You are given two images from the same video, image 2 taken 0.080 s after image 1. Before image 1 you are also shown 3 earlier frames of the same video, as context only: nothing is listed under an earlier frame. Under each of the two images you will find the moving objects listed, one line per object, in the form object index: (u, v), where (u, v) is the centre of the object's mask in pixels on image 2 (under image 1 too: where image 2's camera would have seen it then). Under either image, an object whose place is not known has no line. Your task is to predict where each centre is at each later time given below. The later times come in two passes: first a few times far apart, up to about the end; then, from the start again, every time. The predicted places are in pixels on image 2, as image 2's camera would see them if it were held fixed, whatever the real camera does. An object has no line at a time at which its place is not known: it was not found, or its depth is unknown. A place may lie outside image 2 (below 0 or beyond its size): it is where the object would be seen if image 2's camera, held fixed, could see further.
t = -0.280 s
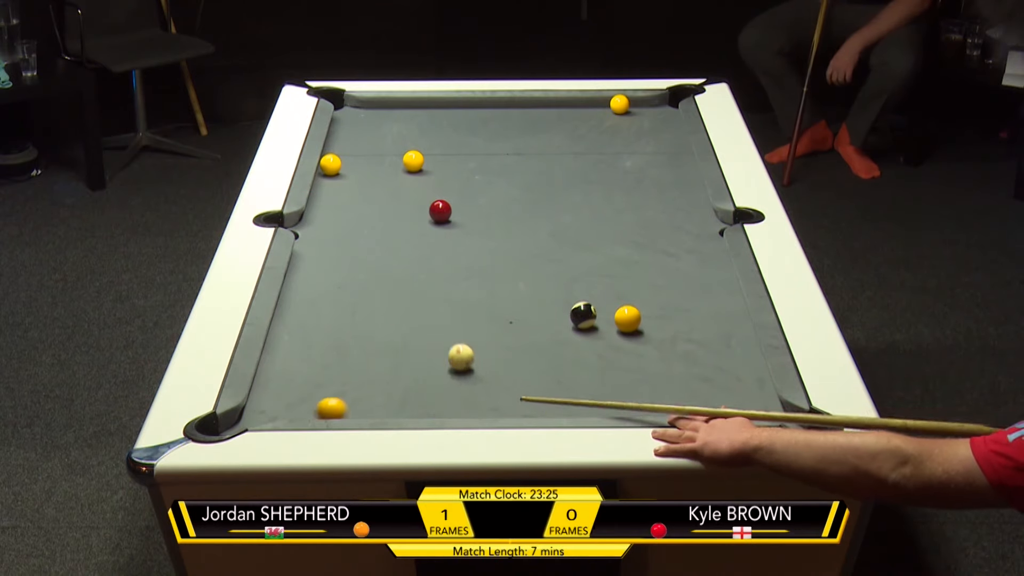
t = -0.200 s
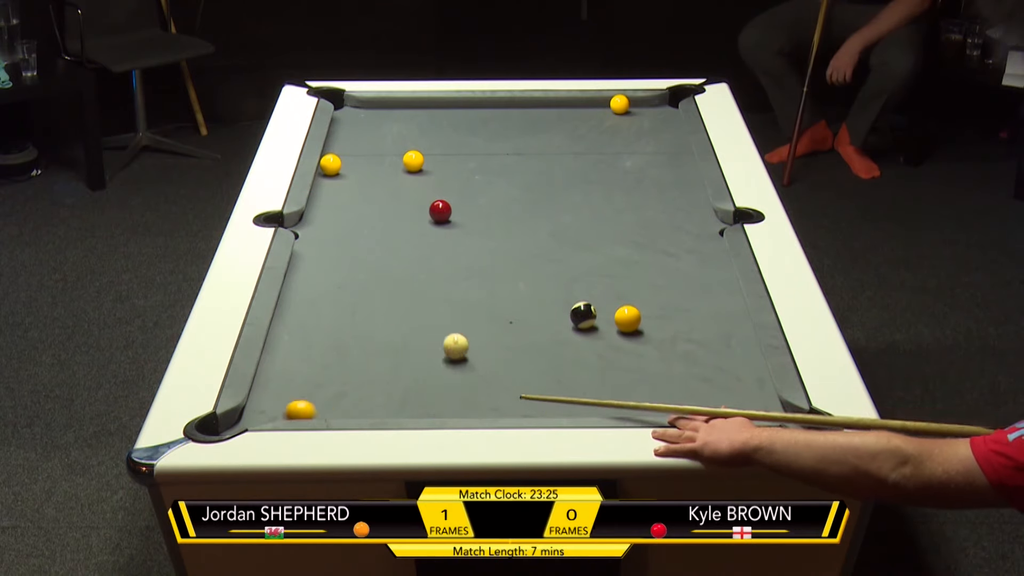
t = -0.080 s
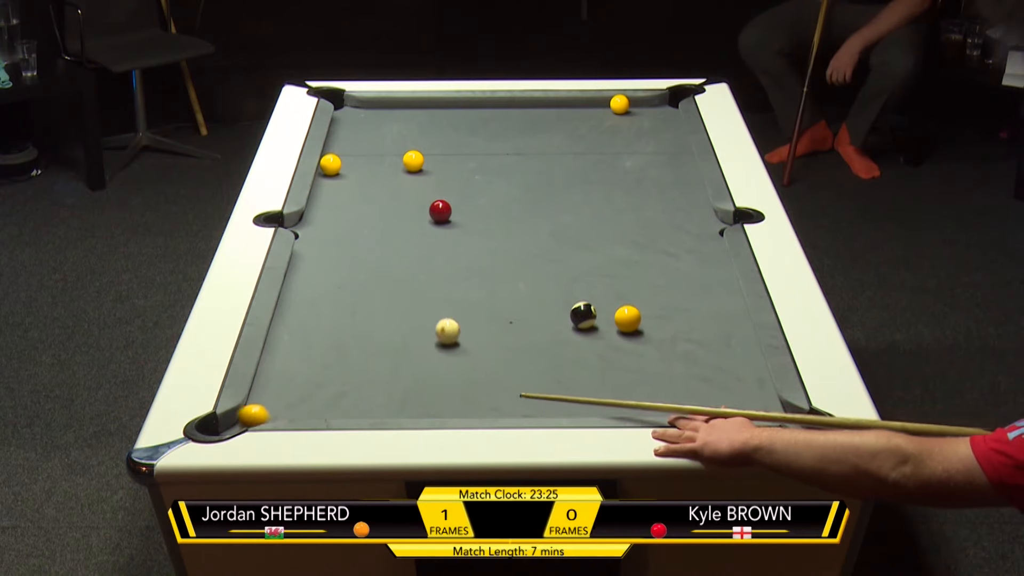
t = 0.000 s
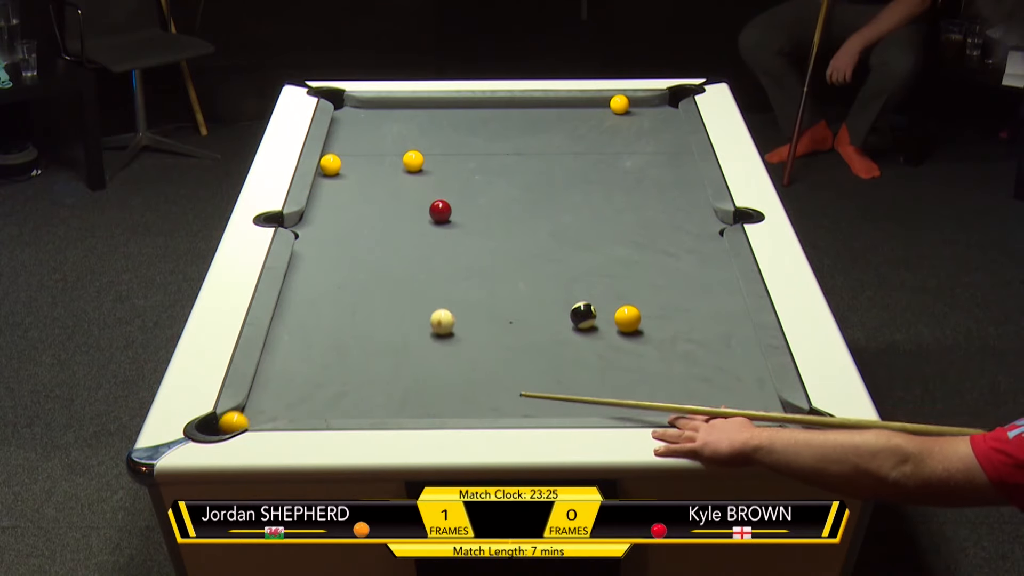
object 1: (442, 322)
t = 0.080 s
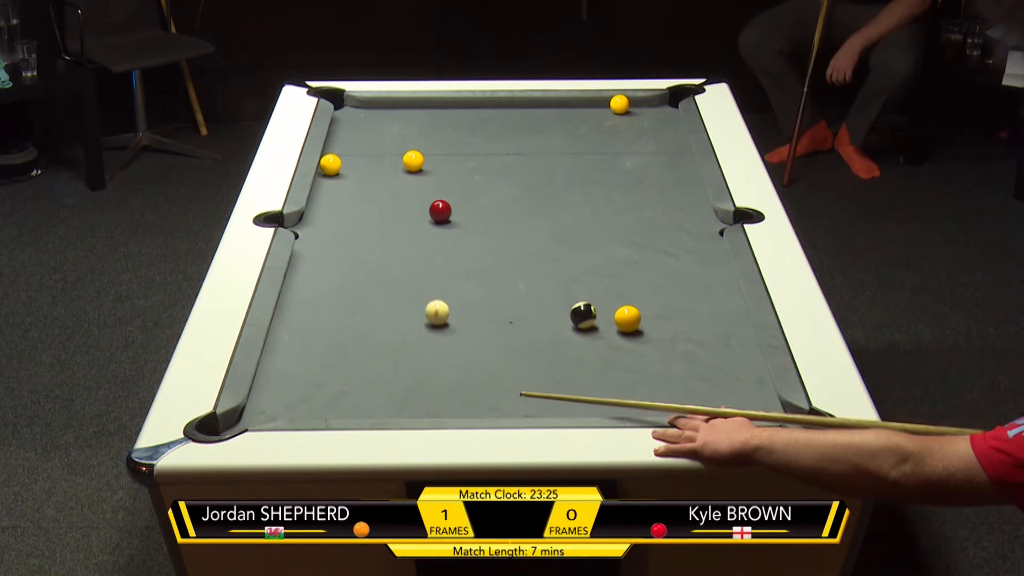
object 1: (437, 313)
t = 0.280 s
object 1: (425, 291)
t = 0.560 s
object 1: (410, 264)
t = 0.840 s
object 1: (396, 241)
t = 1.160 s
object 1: (382, 218)
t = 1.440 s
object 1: (371, 200)
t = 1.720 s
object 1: (361, 184)
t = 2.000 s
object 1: (351, 170)
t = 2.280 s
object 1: (356, 160)
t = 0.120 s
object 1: (435, 308)
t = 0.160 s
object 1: (432, 304)
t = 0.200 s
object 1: (430, 299)
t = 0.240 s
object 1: (428, 295)
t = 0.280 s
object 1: (425, 291)
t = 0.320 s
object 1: (423, 287)
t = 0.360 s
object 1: (421, 283)
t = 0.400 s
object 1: (418, 279)
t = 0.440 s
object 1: (416, 275)
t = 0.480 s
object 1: (414, 271)
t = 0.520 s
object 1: (412, 268)
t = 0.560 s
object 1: (410, 264)
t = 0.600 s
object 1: (408, 261)
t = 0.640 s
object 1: (406, 257)
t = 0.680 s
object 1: (404, 254)
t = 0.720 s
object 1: (402, 251)
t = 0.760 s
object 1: (400, 247)
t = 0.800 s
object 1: (398, 244)
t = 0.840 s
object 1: (396, 241)
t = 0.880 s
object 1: (394, 238)
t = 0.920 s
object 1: (392, 235)
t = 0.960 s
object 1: (391, 232)
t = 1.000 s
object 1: (389, 229)
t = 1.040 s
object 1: (387, 226)
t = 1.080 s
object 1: (386, 223)
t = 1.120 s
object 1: (384, 220)
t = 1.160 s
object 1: (382, 218)
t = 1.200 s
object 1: (380, 215)
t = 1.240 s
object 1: (379, 212)
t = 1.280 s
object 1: (377, 210)
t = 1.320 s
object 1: (376, 207)
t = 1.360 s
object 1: (374, 205)
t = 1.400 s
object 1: (373, 202)
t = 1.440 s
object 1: (371, 200)
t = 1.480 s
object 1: (369, 197)
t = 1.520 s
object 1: (368, 195)
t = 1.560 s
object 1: (366, 193)
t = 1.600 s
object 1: (365, 191)
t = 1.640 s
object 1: (364, 188)
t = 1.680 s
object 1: (362, 186)
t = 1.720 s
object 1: (361, 184)
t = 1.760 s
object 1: (359, 182)
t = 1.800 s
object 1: (358, 180)
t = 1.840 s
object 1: (356, 178)
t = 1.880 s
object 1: (355, 176)
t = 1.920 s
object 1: (354, 174)
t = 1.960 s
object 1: (352, 172)
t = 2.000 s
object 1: (351, 170)
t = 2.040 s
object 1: (350, 169)
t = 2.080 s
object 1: (350, 167)
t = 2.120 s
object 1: (351, 166)
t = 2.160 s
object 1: (352, 164)
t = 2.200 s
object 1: (354, 163)
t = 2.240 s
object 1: (355, 162)
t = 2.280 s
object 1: (356, 160)
